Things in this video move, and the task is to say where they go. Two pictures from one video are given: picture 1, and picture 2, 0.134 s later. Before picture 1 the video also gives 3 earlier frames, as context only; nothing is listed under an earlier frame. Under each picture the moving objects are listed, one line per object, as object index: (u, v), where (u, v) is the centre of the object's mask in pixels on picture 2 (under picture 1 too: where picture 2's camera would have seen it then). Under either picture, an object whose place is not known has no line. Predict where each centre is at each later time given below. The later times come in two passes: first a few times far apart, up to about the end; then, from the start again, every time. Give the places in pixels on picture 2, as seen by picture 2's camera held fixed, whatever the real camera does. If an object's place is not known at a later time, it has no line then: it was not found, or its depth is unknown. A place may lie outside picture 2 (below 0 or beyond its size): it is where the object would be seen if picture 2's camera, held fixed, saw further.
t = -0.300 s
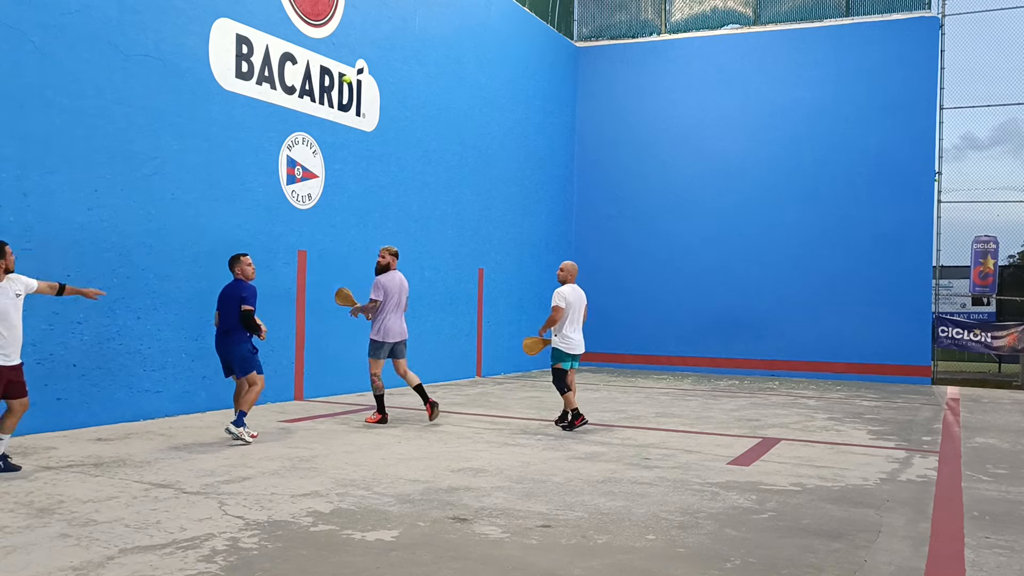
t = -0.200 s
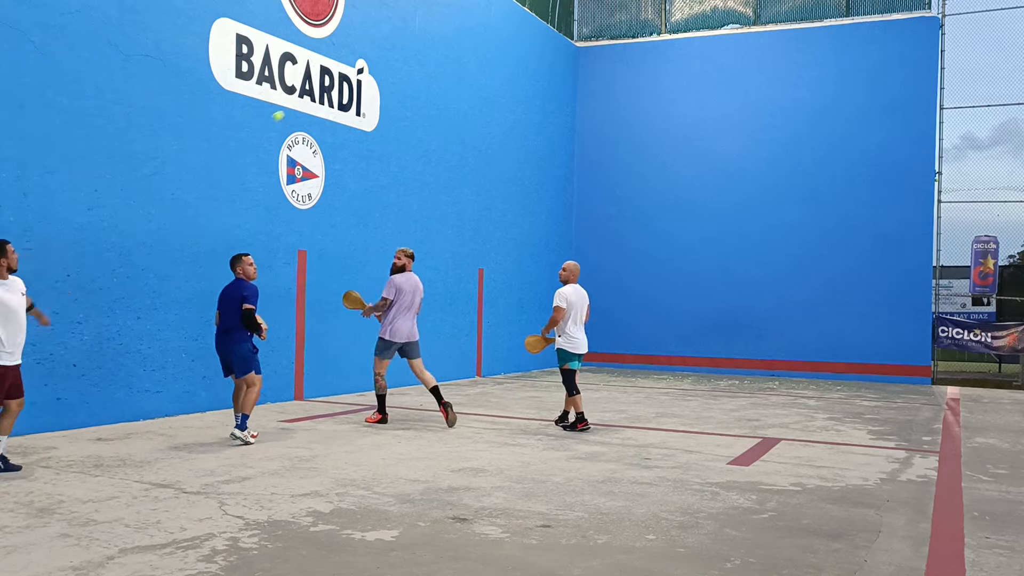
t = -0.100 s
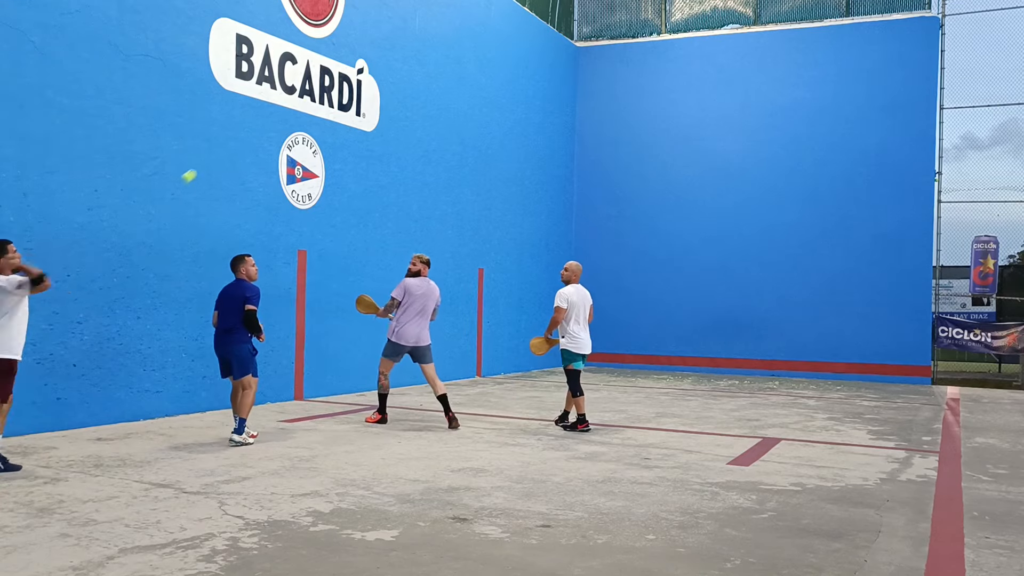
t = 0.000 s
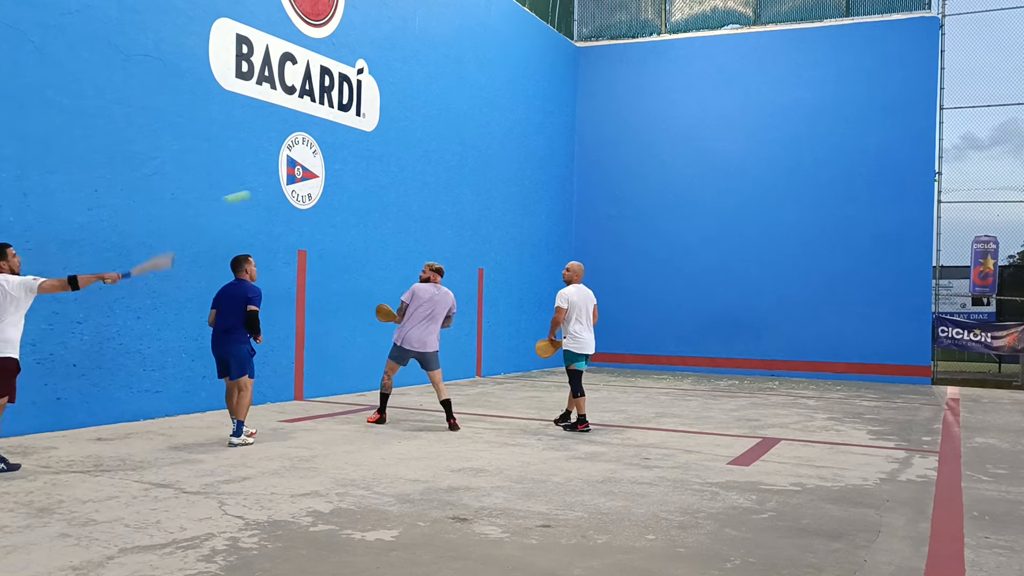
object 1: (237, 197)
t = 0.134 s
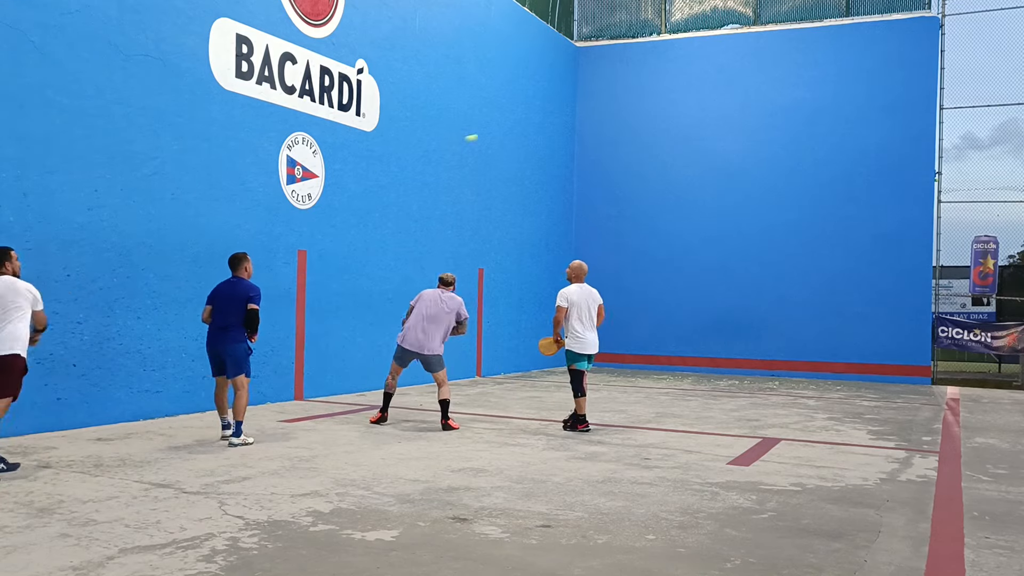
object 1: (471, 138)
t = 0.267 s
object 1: (587, 118)
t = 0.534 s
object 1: (695, 116)
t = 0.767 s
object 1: (659, 81)
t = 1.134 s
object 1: (580, 81)
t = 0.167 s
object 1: (507, 130)
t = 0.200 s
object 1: (538, 125)
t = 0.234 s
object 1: (564, 121)
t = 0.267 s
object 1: (587, 118)
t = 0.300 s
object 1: (608, 116)
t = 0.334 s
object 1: (626, 115)
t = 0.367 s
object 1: (641, 115)
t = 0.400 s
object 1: (656, 115)
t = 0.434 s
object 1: (669, 116)
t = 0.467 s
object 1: (681, 116)
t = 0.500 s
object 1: (691, 118)
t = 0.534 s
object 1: (695, 116)
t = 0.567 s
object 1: (690, 110)
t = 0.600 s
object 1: (685, 104)
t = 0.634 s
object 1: (680, 99)
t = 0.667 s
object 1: (675, 94)
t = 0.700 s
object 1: (670, 89)
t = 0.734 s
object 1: (665, 85)
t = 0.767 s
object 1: (659, 81)
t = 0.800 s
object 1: (653, 78)
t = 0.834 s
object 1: (647, 76)
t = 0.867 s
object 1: (641, 73)
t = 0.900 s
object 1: (635, 72)
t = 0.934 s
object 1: (628, 71)
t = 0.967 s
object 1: (621, 70)
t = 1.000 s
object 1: (614, 71)
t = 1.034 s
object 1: (606, 72)
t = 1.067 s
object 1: (598, 74)
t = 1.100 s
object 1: (589, 77)
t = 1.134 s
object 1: (580, 81)
